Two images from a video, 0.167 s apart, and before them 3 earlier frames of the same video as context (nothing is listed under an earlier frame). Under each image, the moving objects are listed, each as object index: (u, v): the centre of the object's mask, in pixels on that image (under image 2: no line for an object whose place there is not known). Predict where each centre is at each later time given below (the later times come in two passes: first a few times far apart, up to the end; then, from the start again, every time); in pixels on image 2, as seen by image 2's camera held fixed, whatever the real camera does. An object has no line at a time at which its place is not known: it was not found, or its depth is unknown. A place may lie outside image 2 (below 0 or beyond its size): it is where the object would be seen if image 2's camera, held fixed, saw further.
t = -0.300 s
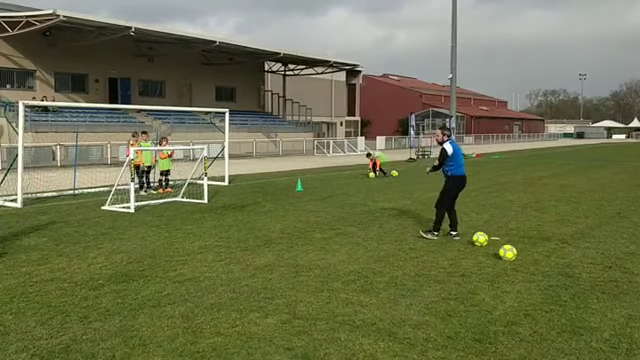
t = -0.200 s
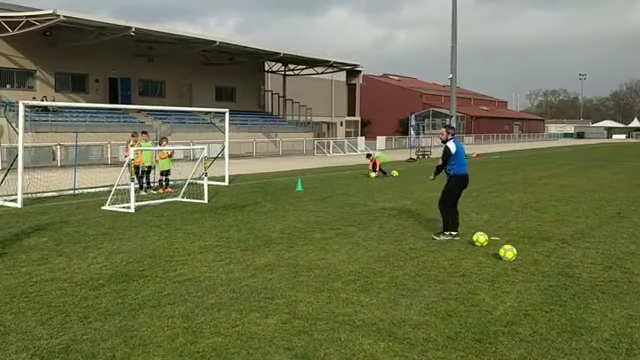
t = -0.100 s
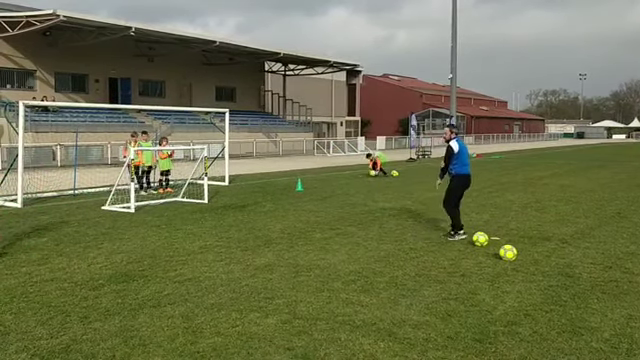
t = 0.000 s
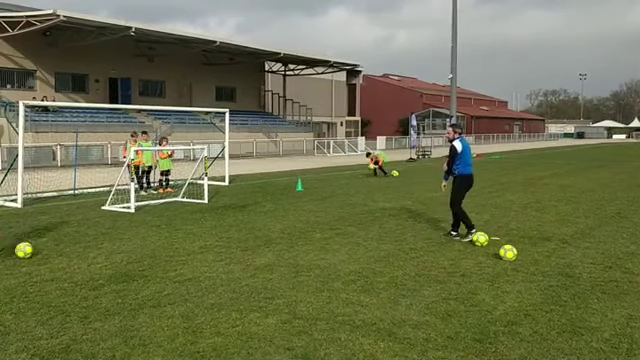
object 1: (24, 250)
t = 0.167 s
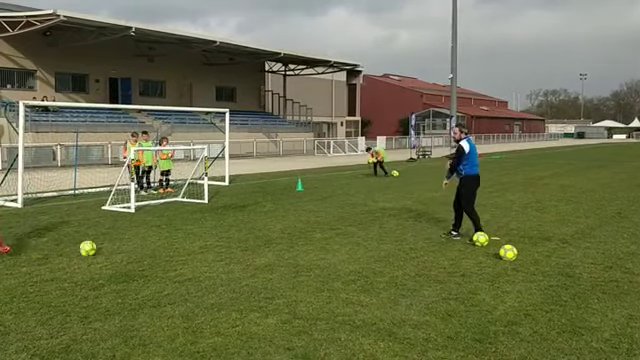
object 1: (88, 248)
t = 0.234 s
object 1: (107, 247)
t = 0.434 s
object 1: (158, 245)
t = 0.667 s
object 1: (211, 242)
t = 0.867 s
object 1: (252, 240)
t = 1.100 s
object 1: (294, 238)
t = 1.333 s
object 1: (333, 236)
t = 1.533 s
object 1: (363, 235)
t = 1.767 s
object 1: (395, 233)
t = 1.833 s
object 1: (403, 233)
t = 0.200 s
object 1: (98, 247)
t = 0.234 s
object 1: (107, 247)
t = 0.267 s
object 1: (117, 246)
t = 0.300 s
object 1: (126, 246)
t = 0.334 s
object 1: (135, 246)
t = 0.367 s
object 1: (143, 245)
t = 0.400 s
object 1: (151, 245)
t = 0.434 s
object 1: (158, 245)
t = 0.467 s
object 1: (167, 244)
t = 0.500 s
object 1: (174, 243)
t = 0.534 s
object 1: (182, 243)
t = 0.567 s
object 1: (190, 243)
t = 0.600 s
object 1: (197, 243)
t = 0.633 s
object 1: (204, 242)
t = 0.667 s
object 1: (211, 242)
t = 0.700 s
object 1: (218, 241)
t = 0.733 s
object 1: (225, 241)
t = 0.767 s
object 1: (232, 241)
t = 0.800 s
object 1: (239, 240)
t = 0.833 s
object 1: (245, 240)
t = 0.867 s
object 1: (252, 240)
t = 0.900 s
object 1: (258, 240)
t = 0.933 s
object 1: (264, 239)
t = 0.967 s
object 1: (270, 239)
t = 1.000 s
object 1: (276, 239)
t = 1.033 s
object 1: (283, 239)
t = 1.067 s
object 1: (288, 238)
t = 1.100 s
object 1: (294, 238)
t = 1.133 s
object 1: (300, 238)
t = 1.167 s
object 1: (306, 238)
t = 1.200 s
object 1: (311, 237)
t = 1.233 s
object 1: (317, 237)
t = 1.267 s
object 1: (323, 237)
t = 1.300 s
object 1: (328, 236)
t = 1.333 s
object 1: (333, 236)
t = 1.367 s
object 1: (338, 236)
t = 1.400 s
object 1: (343, 235)
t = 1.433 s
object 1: (348, 234)
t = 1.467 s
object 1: (353, 234)
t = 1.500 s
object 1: (358, 235)
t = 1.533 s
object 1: (363, 235)
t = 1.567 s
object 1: (367, 234)
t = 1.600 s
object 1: (372, 234)
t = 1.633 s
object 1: (377, 234)
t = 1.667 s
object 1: (381, 234)
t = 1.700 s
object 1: (386, 234)
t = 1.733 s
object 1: (390, 234)
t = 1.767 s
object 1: (395, 233)
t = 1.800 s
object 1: (398, 233)
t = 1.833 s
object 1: (403, 233)
